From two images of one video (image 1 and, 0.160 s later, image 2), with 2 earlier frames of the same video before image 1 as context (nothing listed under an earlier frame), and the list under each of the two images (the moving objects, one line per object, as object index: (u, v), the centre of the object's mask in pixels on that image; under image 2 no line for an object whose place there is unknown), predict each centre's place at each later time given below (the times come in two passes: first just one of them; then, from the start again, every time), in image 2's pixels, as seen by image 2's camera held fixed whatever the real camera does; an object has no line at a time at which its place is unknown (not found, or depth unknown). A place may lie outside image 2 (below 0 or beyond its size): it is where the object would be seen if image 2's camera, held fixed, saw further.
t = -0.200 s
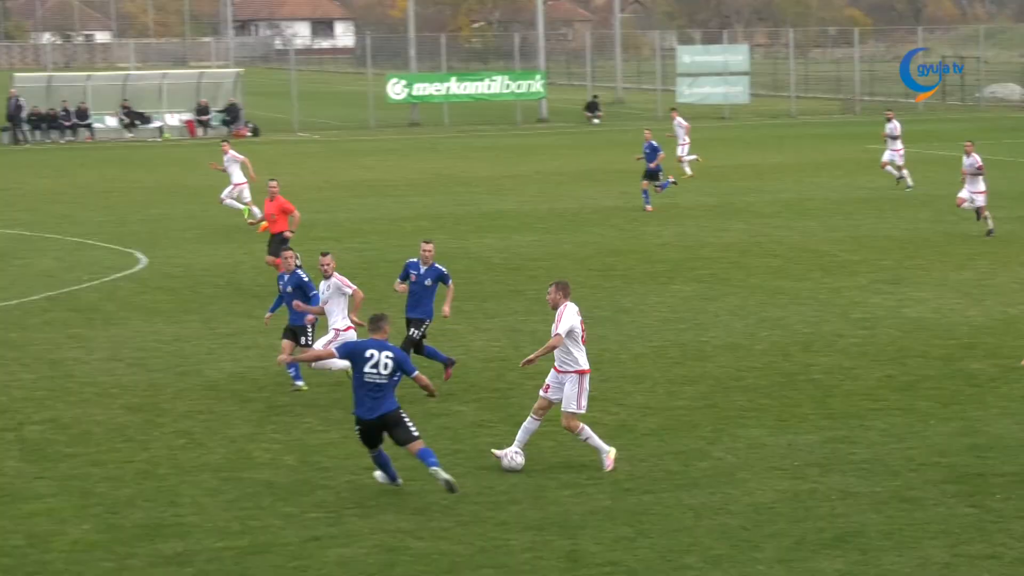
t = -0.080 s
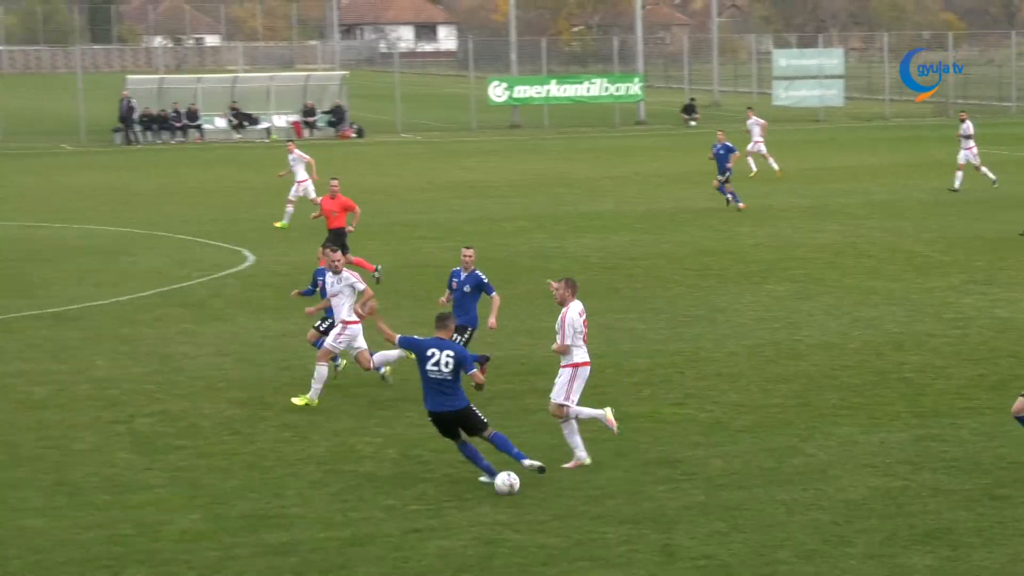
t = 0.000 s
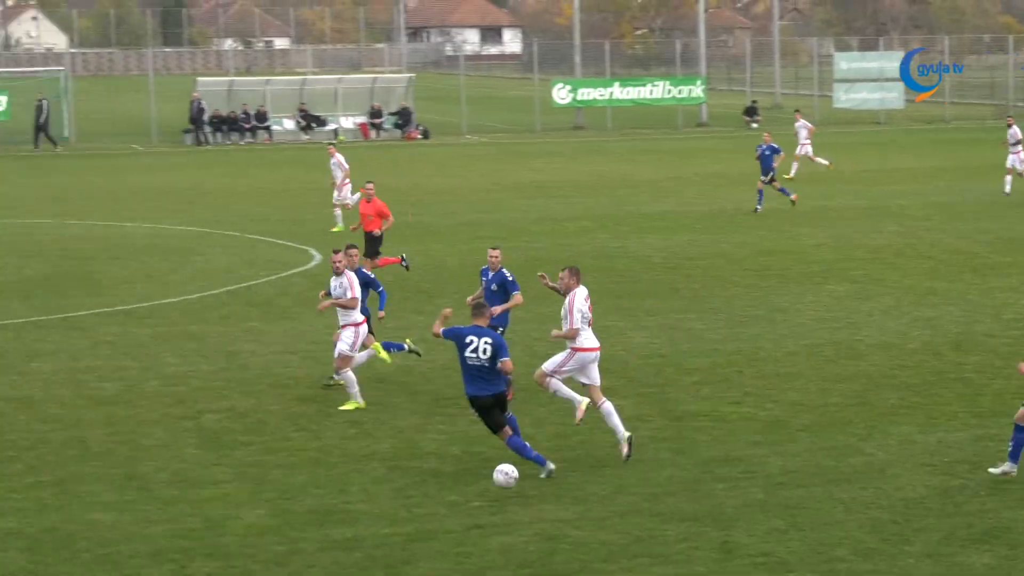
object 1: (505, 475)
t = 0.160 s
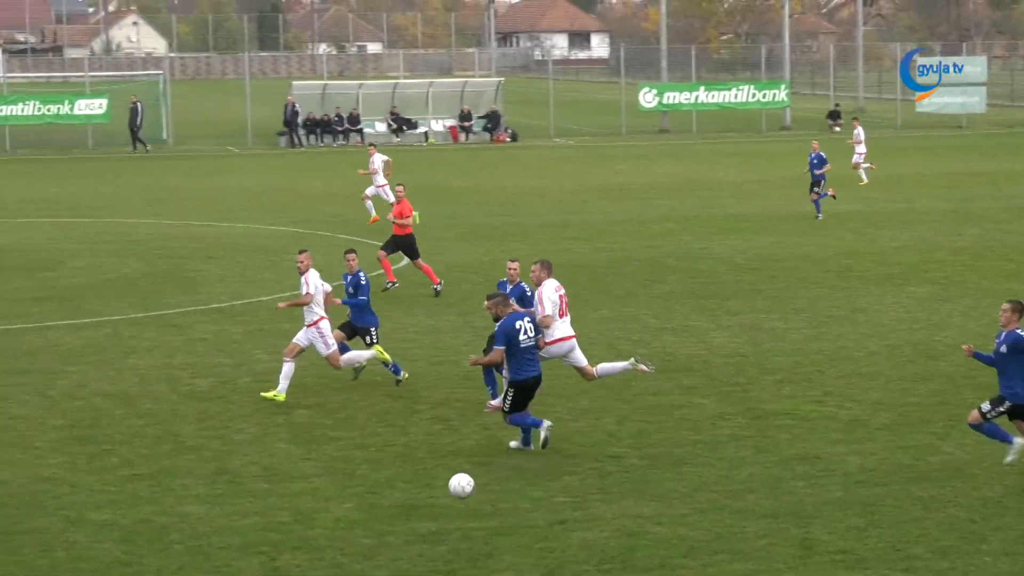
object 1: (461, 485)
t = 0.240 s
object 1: (396, 505)
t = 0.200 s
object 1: (429, 494)
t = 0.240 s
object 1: (396, 505)
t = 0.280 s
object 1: (363, 519)
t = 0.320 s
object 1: (329, 532)
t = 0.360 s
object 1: (296, 531)
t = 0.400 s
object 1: (261, 533)
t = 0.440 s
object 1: (226, 536)
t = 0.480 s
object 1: (190, 543)
